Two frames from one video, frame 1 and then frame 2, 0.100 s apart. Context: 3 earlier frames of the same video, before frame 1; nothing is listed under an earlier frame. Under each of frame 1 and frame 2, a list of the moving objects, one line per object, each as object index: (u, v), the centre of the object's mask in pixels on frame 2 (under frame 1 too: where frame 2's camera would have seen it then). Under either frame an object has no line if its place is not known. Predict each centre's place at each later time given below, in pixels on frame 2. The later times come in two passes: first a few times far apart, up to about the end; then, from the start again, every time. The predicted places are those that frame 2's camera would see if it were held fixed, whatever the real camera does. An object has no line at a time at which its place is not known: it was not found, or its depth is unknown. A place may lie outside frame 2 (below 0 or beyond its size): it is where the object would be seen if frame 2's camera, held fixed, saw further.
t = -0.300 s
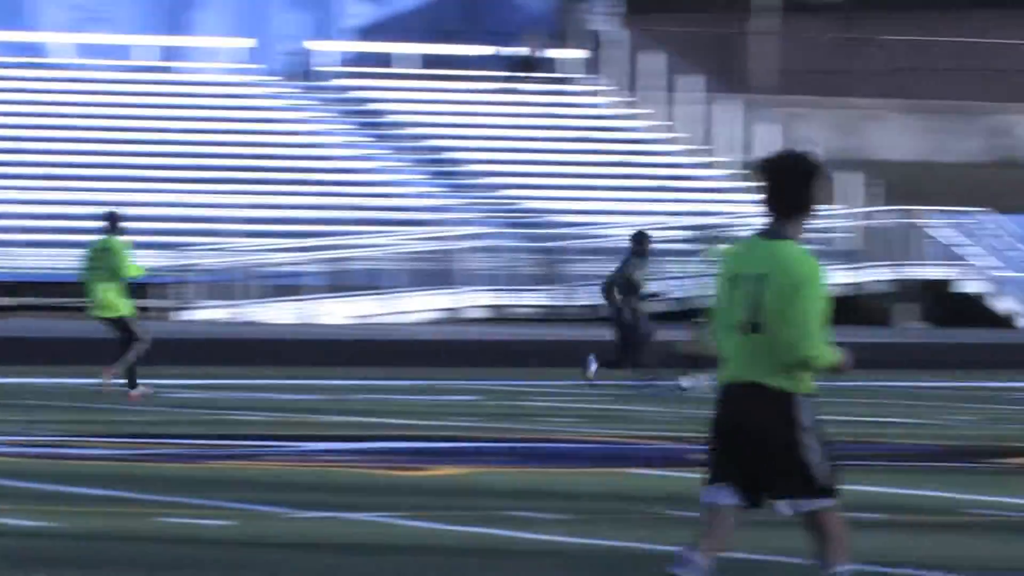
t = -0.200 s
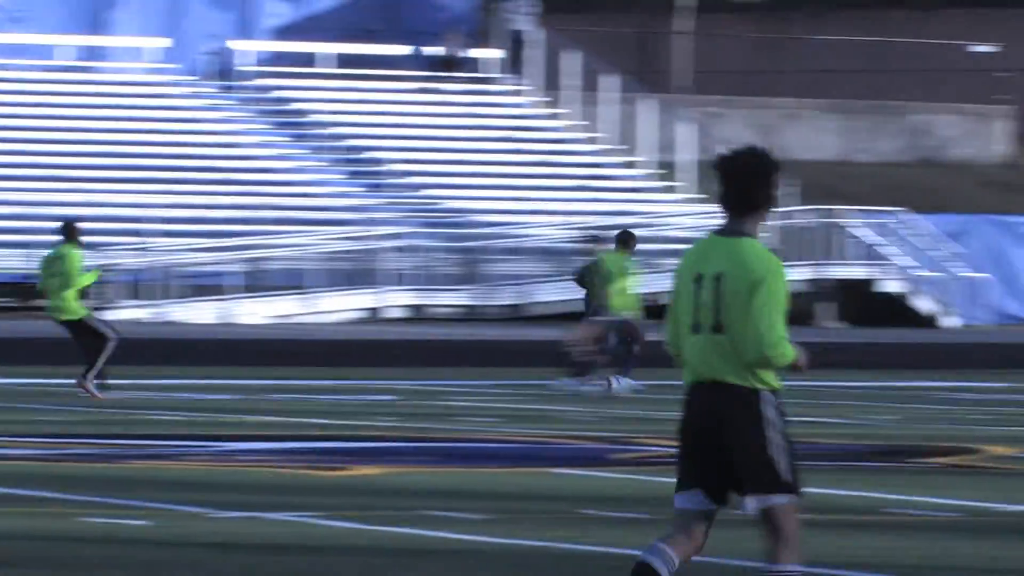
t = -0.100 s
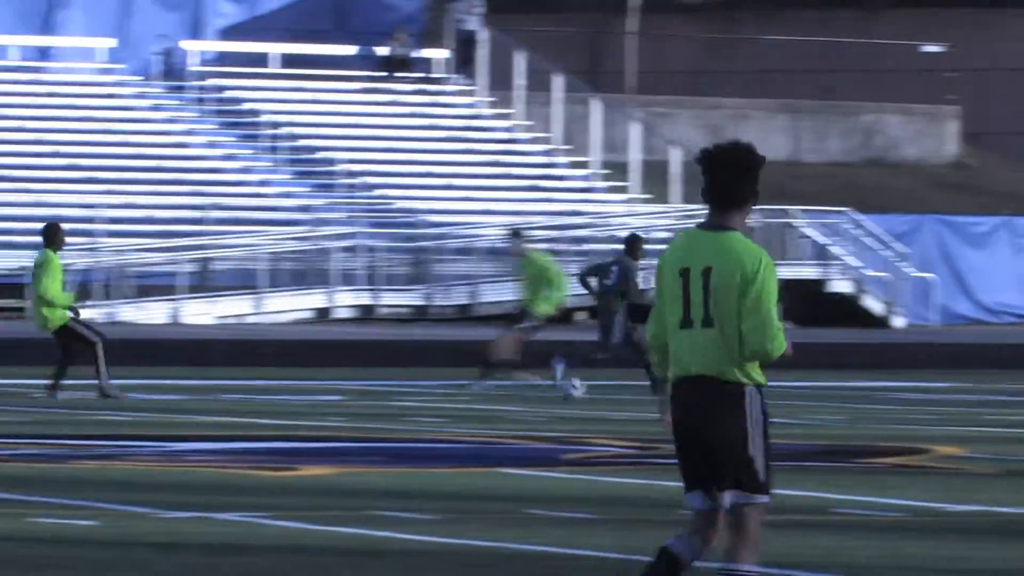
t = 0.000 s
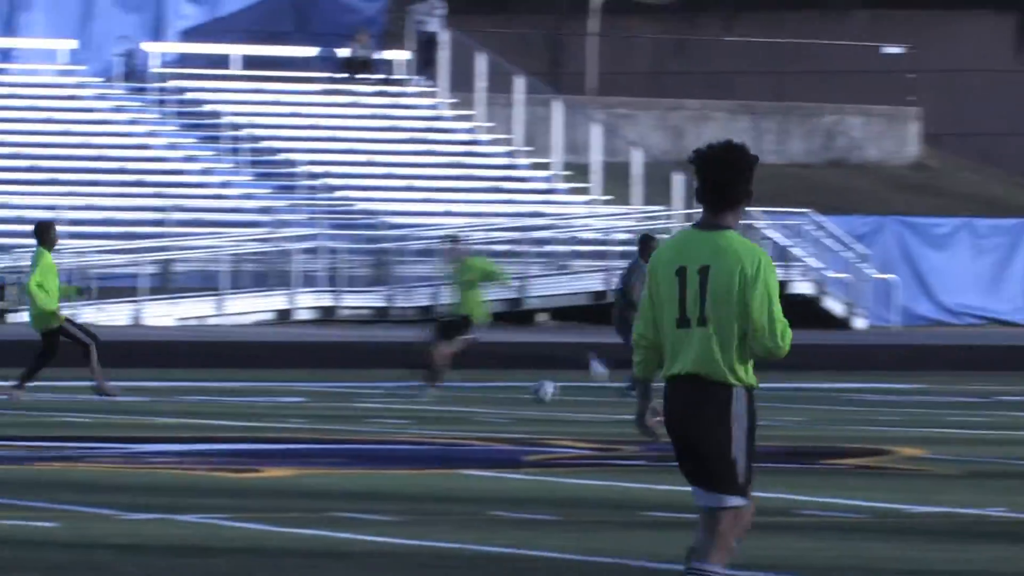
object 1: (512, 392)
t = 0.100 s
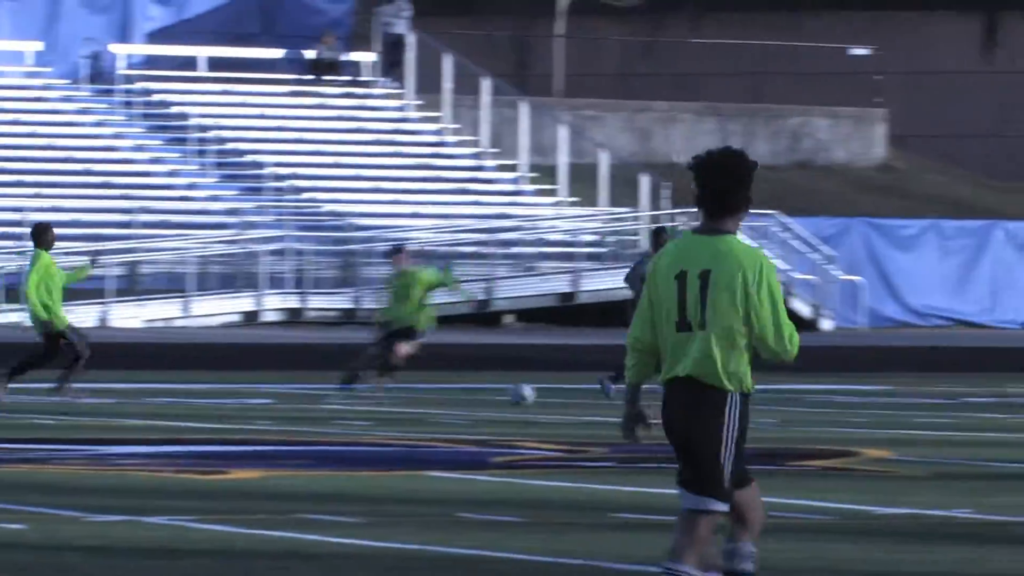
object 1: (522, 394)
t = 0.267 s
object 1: (545, 396)
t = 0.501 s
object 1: (583, 397)
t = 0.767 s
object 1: (628, 398)
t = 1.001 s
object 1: (671, 400)
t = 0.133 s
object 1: (527, 394)
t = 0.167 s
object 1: (532, 395)
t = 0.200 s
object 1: (537, 396)
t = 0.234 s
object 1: (541, 397)
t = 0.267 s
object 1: (545, 396)
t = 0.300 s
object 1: (550, 396)
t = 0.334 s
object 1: (555, 396)
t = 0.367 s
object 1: (559, 397)
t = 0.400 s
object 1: (567, 397)
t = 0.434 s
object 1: (570, 396)
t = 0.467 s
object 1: (576, 397)
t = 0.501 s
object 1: (583, 397)
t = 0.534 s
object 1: (588, 397)
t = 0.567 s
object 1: (593, 397)
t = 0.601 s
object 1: (599, 398)
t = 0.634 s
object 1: (604, 398)
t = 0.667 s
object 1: (610, 398)
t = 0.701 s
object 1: (616, 398)
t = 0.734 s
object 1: (622, 398)
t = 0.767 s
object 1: (628, 398)
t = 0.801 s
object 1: (634, 399)
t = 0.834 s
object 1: (640, 398)
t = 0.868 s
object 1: (646, 398)
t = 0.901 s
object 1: (651, 399)
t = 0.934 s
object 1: (658, 399)
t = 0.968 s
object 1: (664, 400)
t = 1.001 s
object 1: (671, 400)
